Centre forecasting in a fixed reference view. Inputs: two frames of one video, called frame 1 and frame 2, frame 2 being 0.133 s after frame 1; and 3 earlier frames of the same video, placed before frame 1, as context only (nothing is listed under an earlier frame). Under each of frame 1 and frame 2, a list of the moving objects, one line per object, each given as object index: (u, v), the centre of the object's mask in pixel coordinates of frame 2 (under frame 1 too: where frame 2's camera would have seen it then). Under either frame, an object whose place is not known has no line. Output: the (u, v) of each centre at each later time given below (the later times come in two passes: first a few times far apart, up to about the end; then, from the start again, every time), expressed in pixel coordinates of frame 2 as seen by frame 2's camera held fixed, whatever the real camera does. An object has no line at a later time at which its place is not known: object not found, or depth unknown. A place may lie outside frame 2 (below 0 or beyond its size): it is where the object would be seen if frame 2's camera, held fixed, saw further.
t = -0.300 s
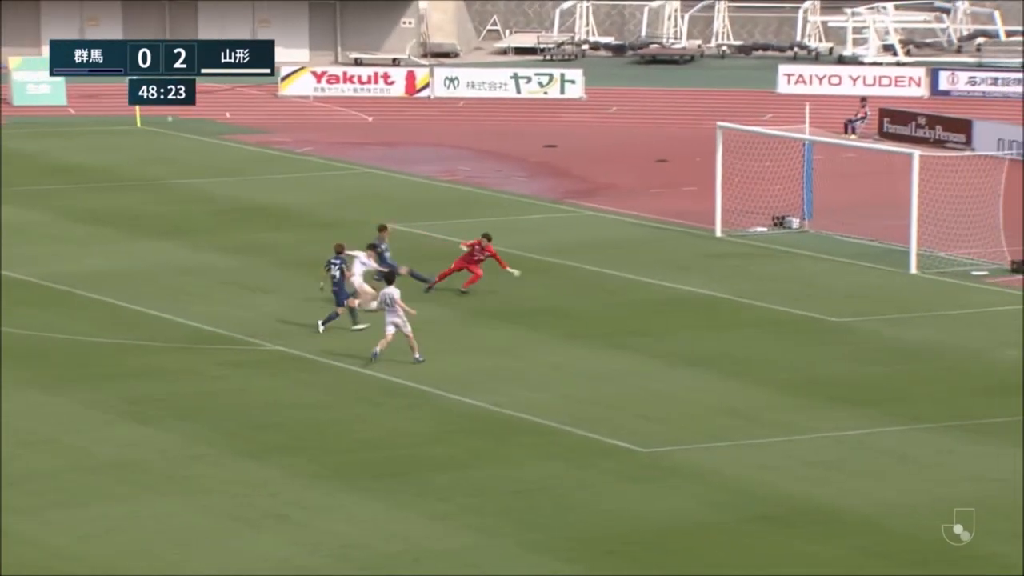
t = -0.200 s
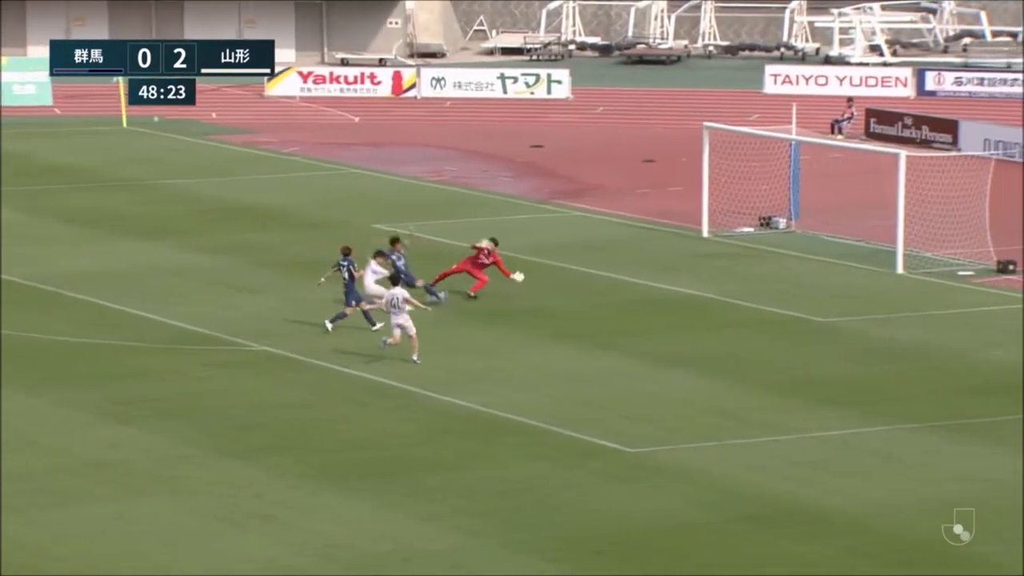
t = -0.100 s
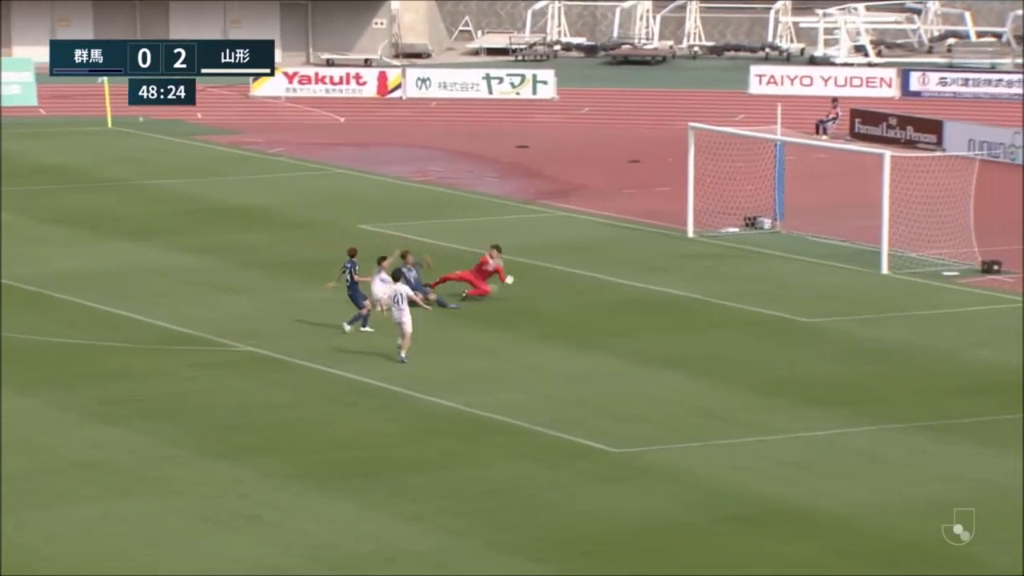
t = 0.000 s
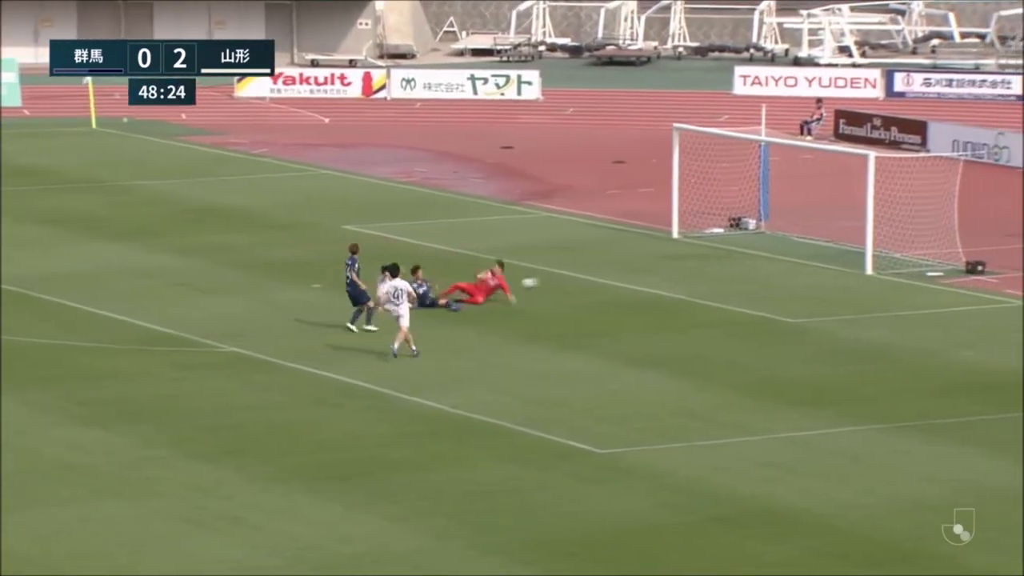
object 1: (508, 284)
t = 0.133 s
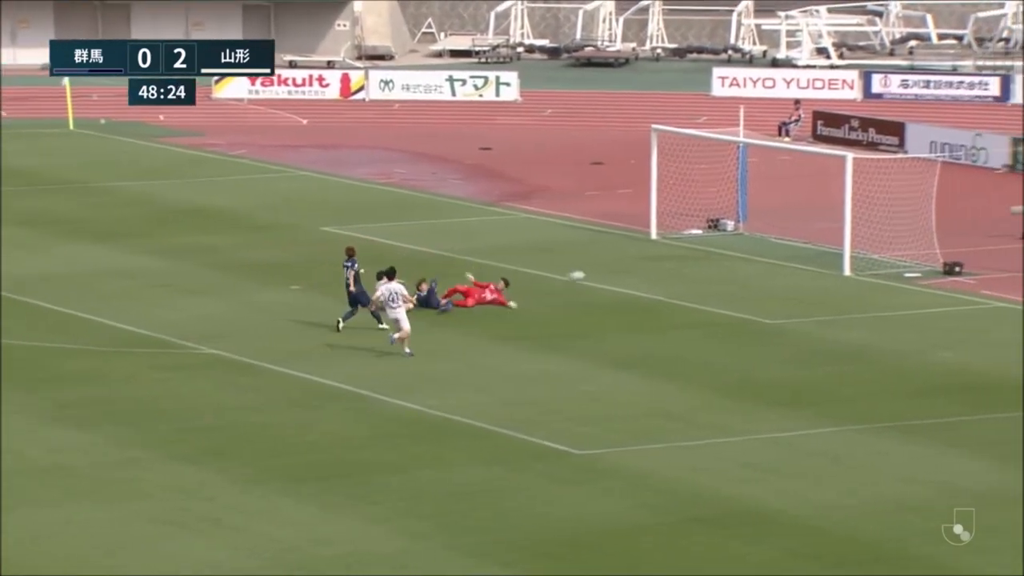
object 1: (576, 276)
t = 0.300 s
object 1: (648, 265)
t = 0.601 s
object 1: (755, 250)
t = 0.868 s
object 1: (832, 240)
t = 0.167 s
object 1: (592, 273)
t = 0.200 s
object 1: (606, 271)
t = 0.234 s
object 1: (621, 269)
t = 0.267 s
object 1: (635, 268)
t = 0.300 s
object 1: (648, 265)
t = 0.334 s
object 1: (662, 263)
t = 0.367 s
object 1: (675, 262)
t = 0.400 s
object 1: (687, 260)
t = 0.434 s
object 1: (699, 258)
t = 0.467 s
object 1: (712, 257)
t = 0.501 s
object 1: (722, 256)
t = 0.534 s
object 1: (733, 255)
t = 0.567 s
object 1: (745, 252)
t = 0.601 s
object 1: (755, 250)
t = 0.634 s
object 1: (766, 248)
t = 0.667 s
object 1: (777, 246)
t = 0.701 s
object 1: (784, 246)
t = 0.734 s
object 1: (795, 247)
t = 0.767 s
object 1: (806, 246)
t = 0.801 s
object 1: (811, 244)
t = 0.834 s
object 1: (822, 241)
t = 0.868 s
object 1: (832, 240)
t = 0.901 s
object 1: (837, 239)
